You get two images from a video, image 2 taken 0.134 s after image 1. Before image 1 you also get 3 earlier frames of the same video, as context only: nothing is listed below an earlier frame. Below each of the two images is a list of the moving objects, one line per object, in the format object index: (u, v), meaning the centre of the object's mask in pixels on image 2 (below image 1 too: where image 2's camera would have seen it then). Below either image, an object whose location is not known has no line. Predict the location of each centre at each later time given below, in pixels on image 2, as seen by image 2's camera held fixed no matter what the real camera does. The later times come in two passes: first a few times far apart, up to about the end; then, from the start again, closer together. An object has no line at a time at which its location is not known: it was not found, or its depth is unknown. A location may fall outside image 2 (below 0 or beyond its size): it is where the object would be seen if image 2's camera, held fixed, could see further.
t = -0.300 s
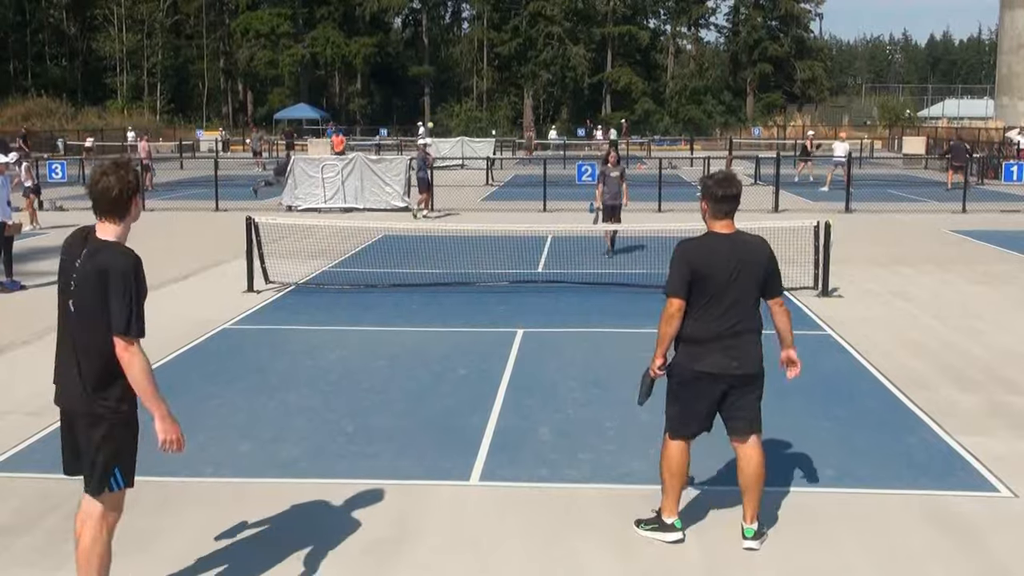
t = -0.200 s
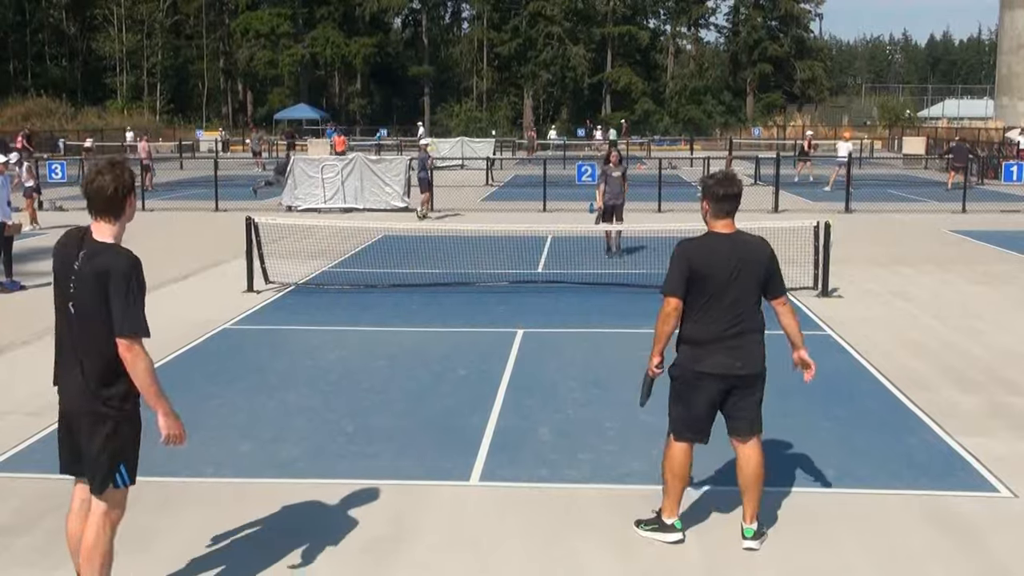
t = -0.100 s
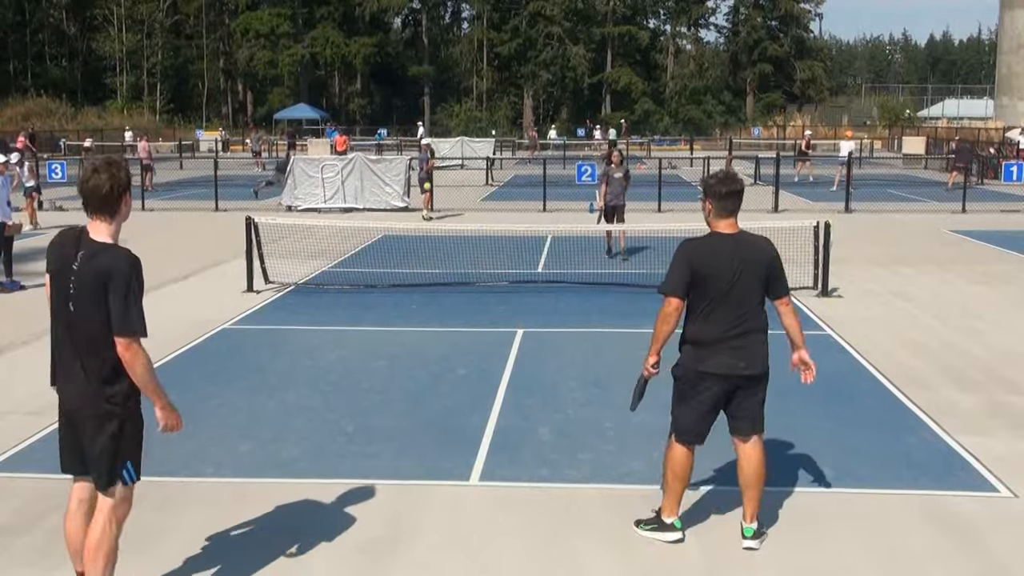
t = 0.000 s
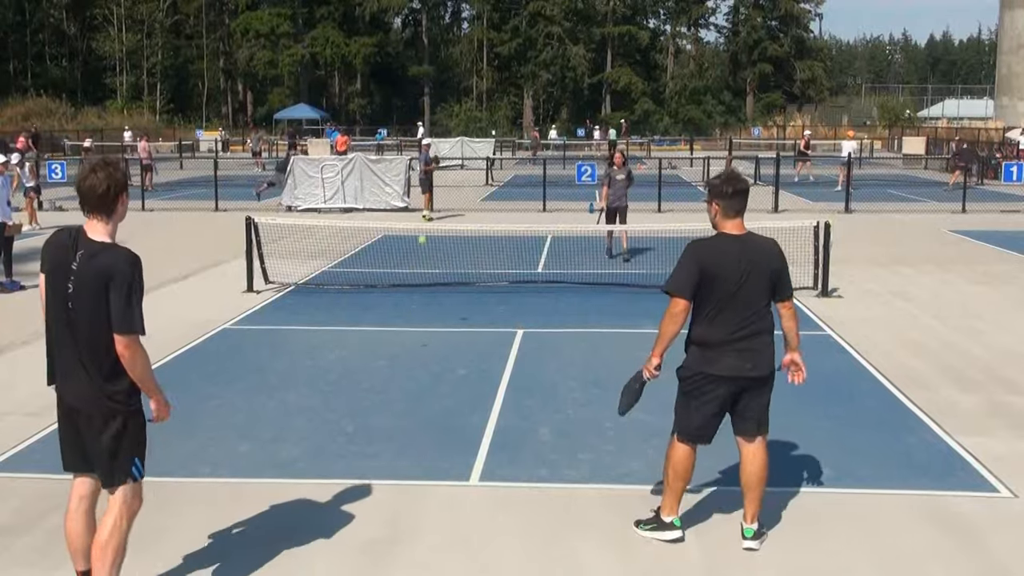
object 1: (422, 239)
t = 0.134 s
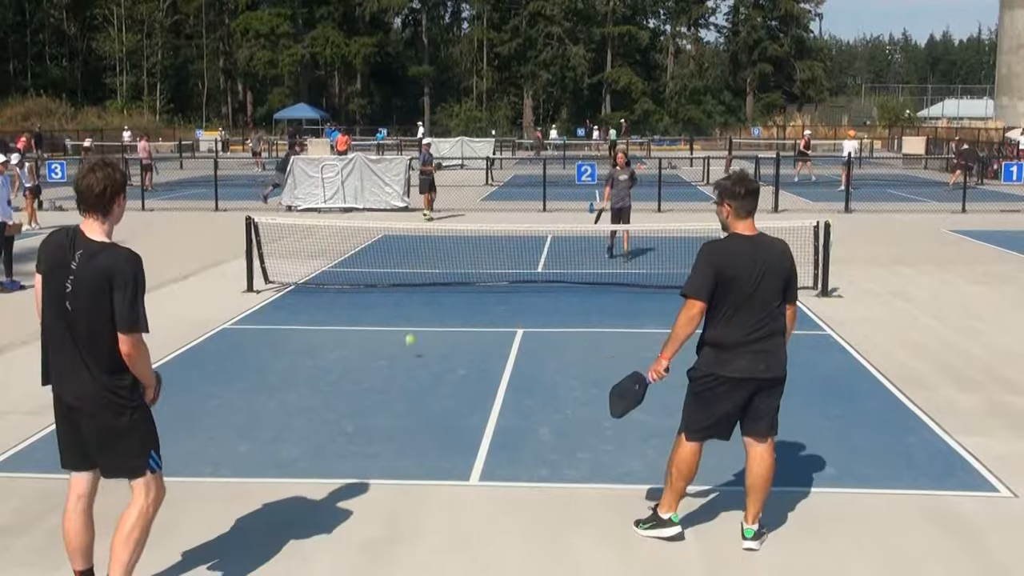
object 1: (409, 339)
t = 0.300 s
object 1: (390, 320)
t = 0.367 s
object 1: (381, 309)
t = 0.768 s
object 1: (296, 402)
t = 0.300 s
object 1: (390, 320)
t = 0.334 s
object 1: (386, 313)
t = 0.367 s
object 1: (381, 309)
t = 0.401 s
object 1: (376, 306)
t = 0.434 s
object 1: (370, 304)
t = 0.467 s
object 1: (365, 304)
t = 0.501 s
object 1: (358, 306)
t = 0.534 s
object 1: (352, 310)
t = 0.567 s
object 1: (345, 316)
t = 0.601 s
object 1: (338, 324)
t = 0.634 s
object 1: (331, 334)
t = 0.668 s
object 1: (323, 348)
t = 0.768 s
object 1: (296, 402)
